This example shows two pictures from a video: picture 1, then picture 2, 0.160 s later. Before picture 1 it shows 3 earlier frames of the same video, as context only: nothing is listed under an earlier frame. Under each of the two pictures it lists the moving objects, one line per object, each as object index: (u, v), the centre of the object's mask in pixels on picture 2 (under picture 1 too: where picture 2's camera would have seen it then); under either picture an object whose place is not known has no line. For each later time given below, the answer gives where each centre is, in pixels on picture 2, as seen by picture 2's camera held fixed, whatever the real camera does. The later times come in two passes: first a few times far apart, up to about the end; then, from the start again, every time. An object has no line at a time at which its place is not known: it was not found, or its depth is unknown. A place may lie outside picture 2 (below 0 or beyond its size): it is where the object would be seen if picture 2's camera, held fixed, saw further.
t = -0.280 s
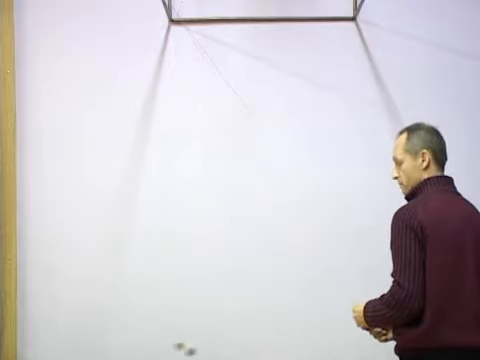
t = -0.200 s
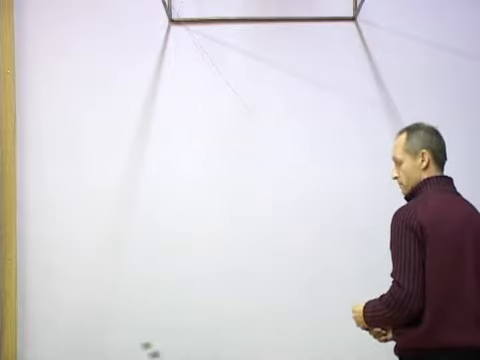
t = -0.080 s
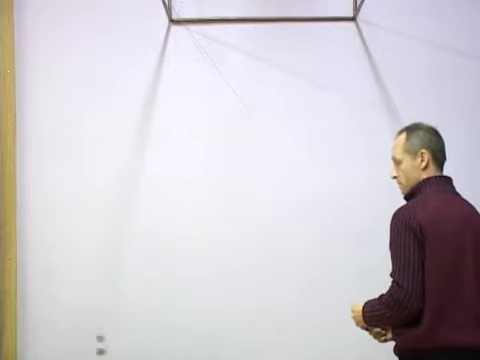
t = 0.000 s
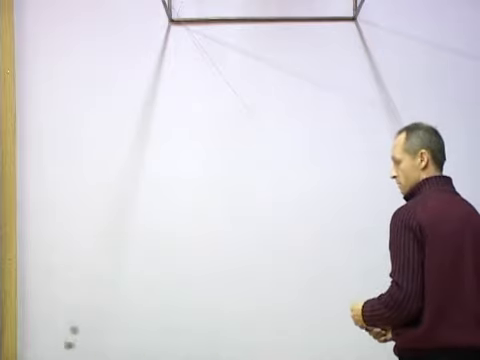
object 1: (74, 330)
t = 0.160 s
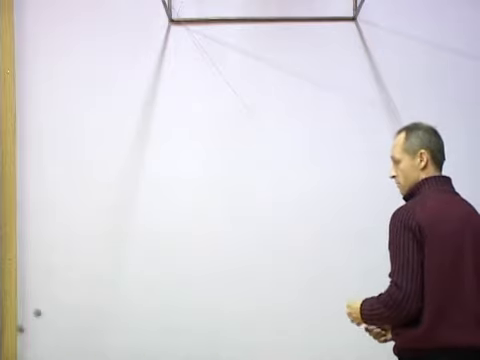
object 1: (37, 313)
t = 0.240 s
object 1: (27, 307)
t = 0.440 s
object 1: (30, 308)
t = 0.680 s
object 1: (82, 331)
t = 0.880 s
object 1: (155, 345)
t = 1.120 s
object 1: (246, 333)
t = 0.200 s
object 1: (31, 310)
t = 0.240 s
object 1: (27, 307)
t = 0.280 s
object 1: (25, 306)
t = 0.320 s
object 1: (24, 305)
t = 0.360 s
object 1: (25, 305)
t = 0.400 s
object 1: (27, 306)
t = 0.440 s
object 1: (30, 308)
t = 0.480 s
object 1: (35, 311)
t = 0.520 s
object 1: (42, 314)
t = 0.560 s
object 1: (50, 318)
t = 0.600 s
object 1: (59, 322)
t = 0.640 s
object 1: (70, 327)
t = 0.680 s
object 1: (82, 331)
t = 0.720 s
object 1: (95, 334)
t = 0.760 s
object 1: (109, 339)
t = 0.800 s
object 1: (124, 341)
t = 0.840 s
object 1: (139, 344)
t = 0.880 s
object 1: (155, 345)
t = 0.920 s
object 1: (171, 345)
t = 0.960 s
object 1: (187, 344)
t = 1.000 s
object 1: (204, 343)
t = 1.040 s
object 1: (219, 340)
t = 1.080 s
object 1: (234, 336)
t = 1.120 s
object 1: (246, 333)
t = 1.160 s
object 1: (259, 329)
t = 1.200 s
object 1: (272, 324)
